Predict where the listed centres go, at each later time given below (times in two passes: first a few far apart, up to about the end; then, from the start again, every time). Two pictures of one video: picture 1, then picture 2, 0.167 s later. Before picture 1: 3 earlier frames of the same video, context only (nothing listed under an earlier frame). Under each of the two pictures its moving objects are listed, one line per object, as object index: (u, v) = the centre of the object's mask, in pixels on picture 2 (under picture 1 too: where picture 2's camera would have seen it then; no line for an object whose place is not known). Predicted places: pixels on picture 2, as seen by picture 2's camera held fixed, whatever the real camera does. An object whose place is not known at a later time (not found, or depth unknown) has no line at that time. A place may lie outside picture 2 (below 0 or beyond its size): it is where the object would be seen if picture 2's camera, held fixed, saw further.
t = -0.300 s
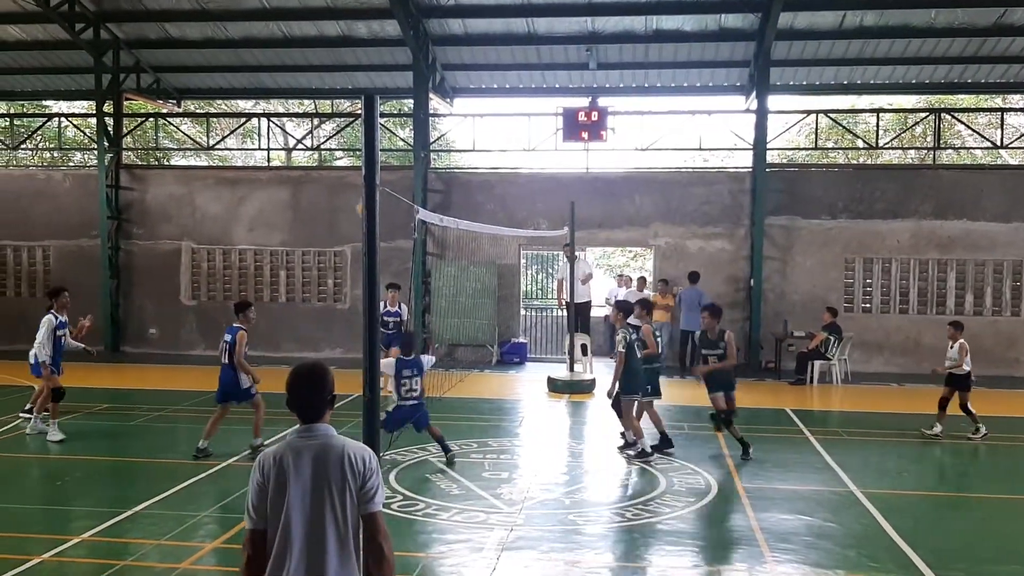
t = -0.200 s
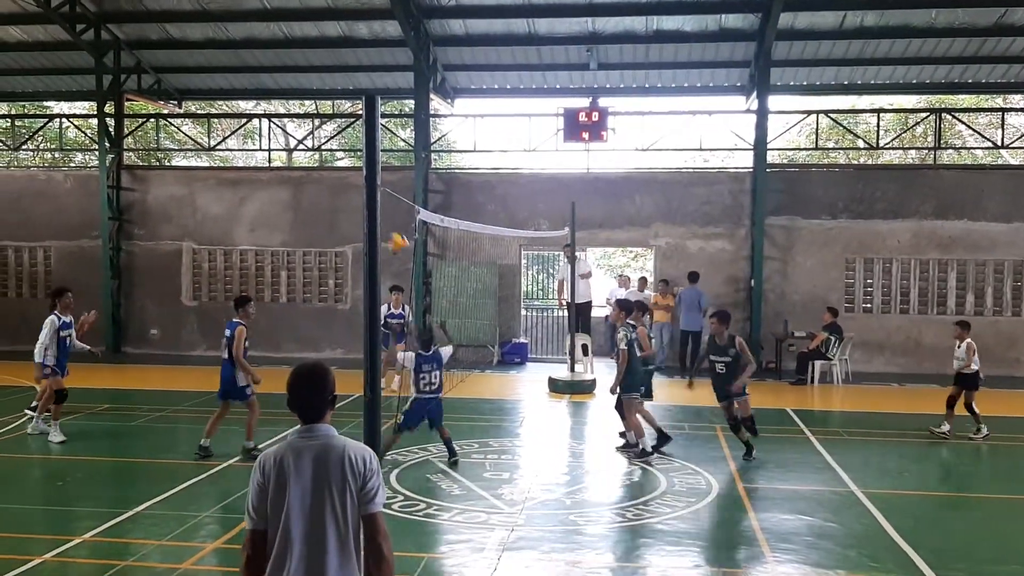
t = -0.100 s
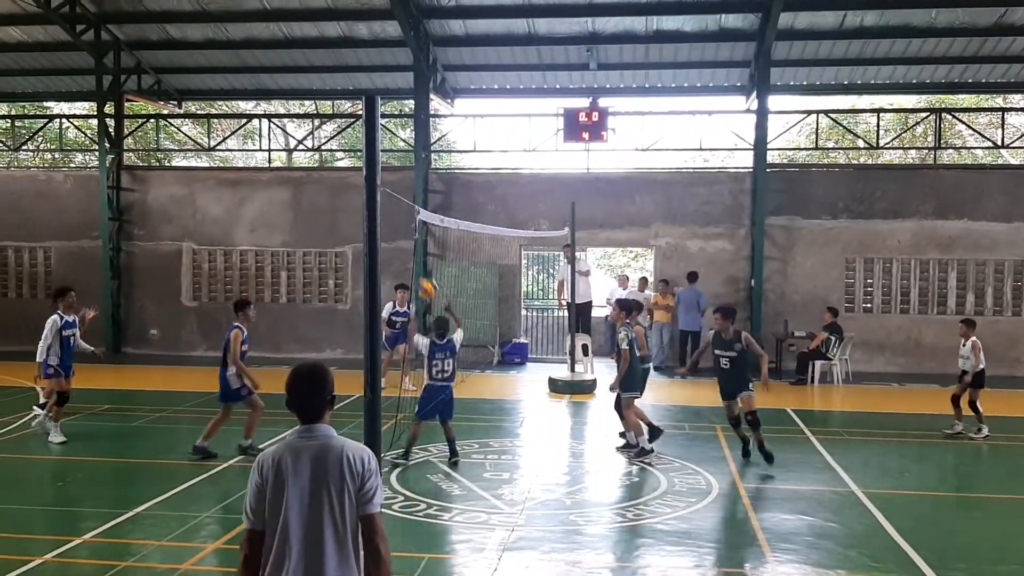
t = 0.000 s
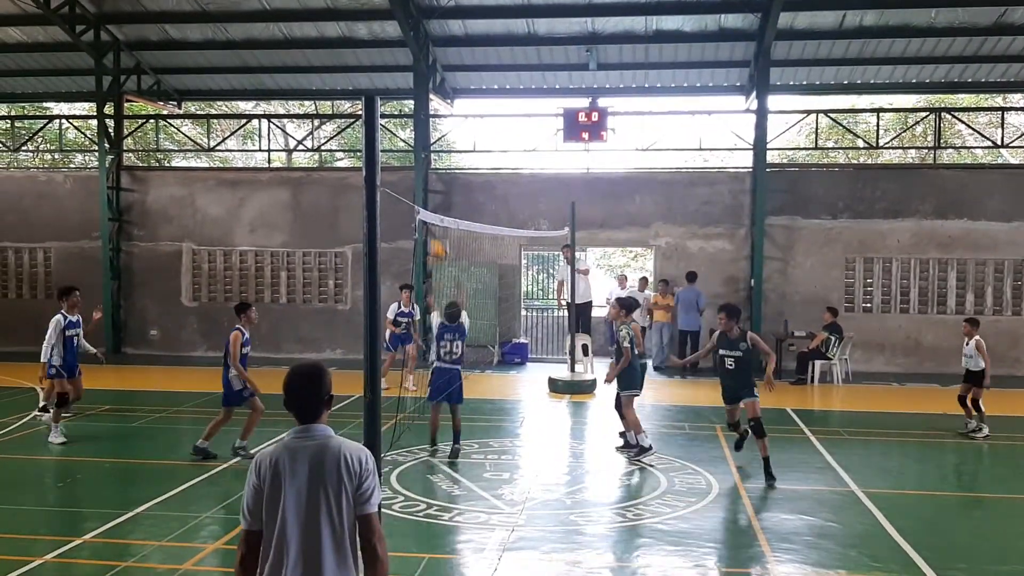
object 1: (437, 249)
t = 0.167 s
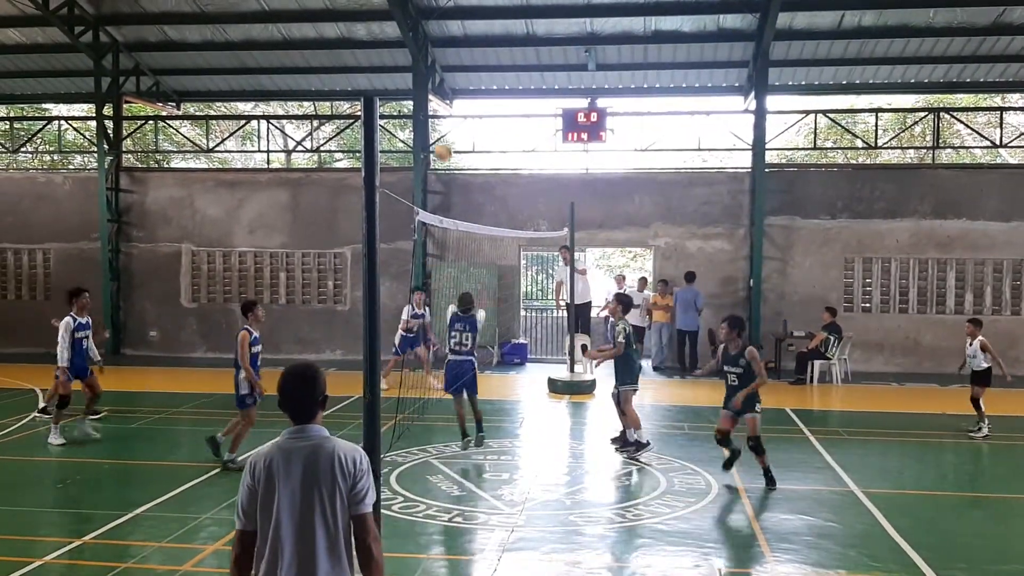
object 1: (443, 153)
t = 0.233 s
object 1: (443, 120)
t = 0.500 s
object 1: (448, 45)
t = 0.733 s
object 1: (452, 33)
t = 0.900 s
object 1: (454, 52)
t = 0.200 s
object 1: (443, 137)
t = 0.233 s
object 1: (443, 120)
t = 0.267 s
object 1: (444, 107)
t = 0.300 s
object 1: (446, 95)
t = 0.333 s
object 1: (446, 85)
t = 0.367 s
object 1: (446, 74)
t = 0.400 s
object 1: (446, 65)
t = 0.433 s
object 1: (446, 58)
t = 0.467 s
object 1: (447, 51)
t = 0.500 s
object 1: (448, 45)
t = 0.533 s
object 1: (448, 41)
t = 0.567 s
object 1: (448, 38)
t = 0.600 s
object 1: (450, 34)
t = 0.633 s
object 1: (450, 33)
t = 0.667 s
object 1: (451, 33)
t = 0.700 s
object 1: (451, 33)
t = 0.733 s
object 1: (452, 33)
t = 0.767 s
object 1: (452, 36)
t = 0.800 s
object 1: (453, 39)
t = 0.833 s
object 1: (453, 42)
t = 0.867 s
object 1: (453, 47)
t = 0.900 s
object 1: (454, 52)
